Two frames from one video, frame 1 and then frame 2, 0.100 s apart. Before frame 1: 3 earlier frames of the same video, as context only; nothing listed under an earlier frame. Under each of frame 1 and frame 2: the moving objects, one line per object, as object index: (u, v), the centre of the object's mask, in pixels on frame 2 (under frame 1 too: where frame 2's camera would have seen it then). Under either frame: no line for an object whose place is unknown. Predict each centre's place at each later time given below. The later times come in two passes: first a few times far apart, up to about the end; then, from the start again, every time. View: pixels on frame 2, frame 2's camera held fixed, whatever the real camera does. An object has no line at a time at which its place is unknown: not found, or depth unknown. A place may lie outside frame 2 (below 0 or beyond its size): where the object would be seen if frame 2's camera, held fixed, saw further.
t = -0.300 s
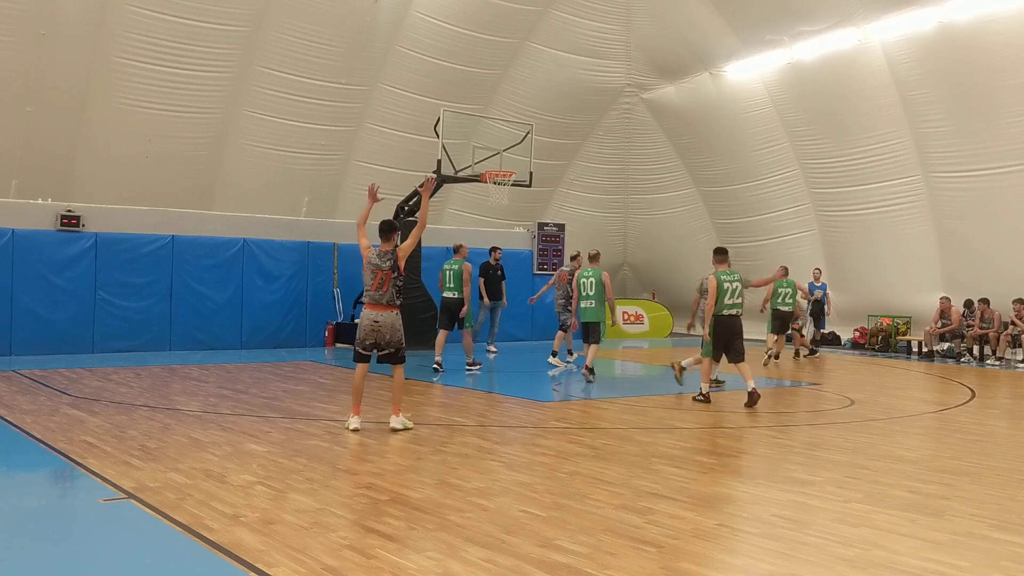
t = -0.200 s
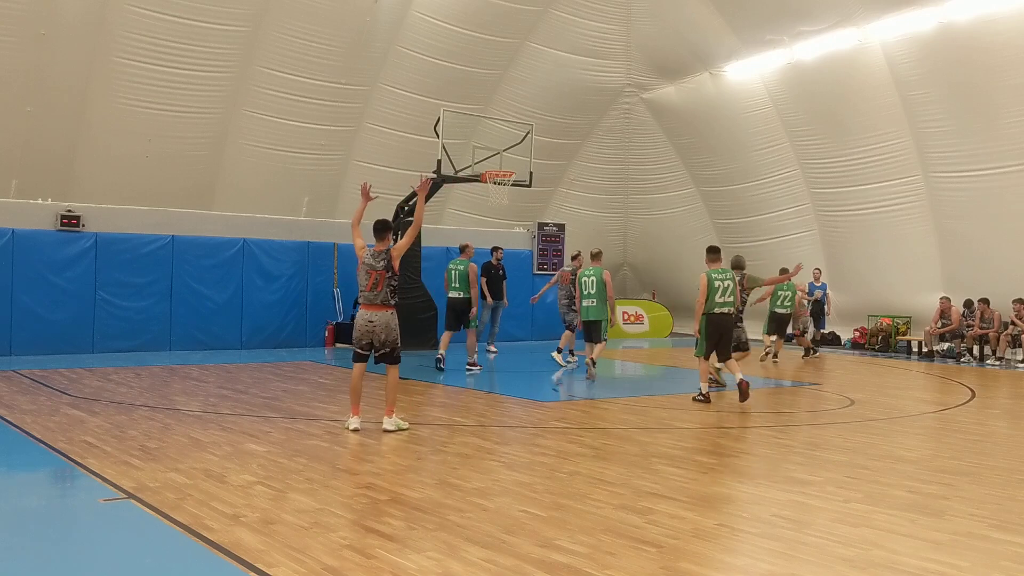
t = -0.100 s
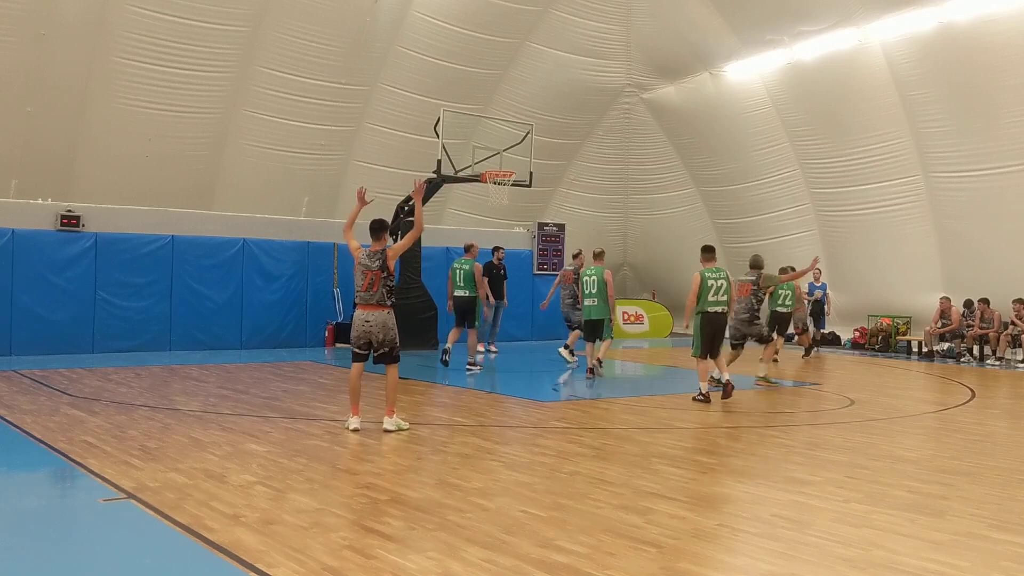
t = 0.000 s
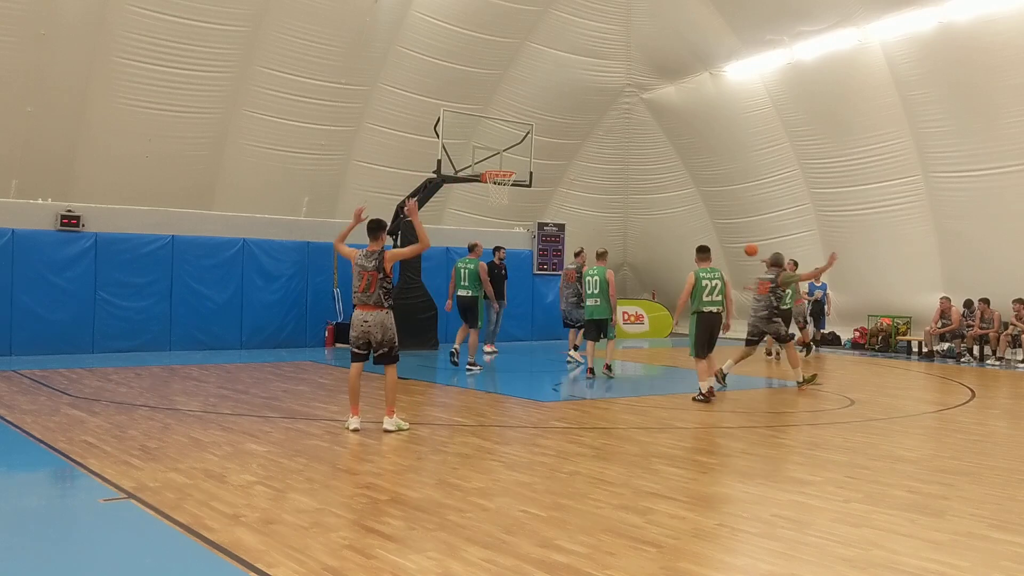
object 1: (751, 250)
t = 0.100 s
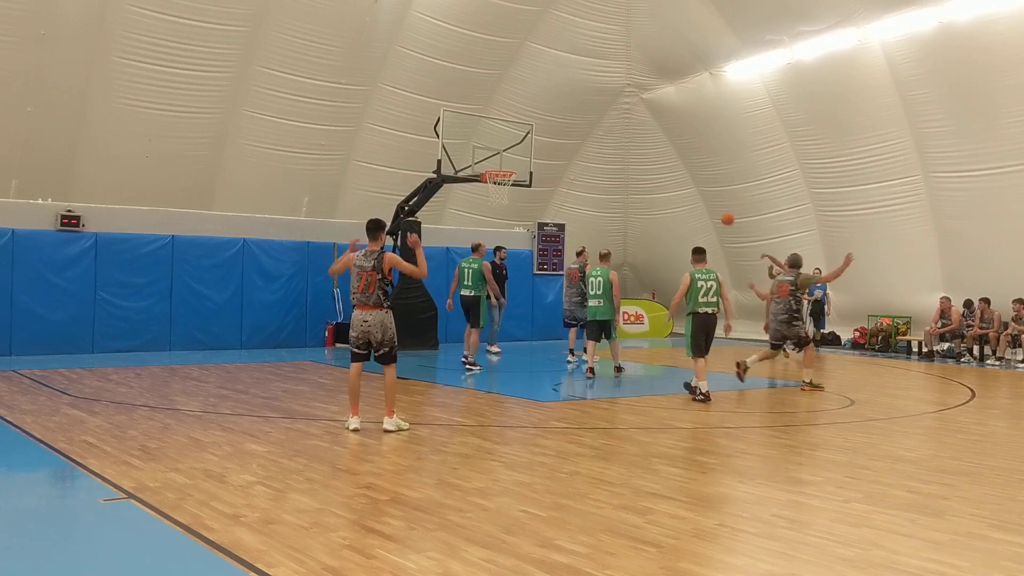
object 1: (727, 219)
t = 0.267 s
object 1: (688, 176)
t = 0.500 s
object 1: (630, 140)
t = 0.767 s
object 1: (559, 133)
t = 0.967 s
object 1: (502, 155)
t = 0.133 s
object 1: (720, 209)
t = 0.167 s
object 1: (712, 200)
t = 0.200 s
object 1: (704, 192)
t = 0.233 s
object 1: (696, 184)
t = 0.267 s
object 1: (688, 176)
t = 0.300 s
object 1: (680, 169)
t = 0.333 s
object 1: (672, 163)
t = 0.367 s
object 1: (663, 157)
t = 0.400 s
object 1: (655, 152)
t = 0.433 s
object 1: (647, 147)
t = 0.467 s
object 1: (638, 143)
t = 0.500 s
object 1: (630, 140)
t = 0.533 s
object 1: (622, 137)
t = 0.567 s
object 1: (613, 134)
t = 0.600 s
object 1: (604, 132)
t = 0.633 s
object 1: (595, 131)
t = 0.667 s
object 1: (587, 131)
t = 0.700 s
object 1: (578, 131)
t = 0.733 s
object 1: (569, 131)
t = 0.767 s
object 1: (559, 133)
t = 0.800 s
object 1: (550, 135)
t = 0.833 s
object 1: (541, 138)
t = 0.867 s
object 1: (531, 141)
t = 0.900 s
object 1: (522, 145)
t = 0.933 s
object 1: (512, 150)
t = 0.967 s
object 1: (502, 155)
